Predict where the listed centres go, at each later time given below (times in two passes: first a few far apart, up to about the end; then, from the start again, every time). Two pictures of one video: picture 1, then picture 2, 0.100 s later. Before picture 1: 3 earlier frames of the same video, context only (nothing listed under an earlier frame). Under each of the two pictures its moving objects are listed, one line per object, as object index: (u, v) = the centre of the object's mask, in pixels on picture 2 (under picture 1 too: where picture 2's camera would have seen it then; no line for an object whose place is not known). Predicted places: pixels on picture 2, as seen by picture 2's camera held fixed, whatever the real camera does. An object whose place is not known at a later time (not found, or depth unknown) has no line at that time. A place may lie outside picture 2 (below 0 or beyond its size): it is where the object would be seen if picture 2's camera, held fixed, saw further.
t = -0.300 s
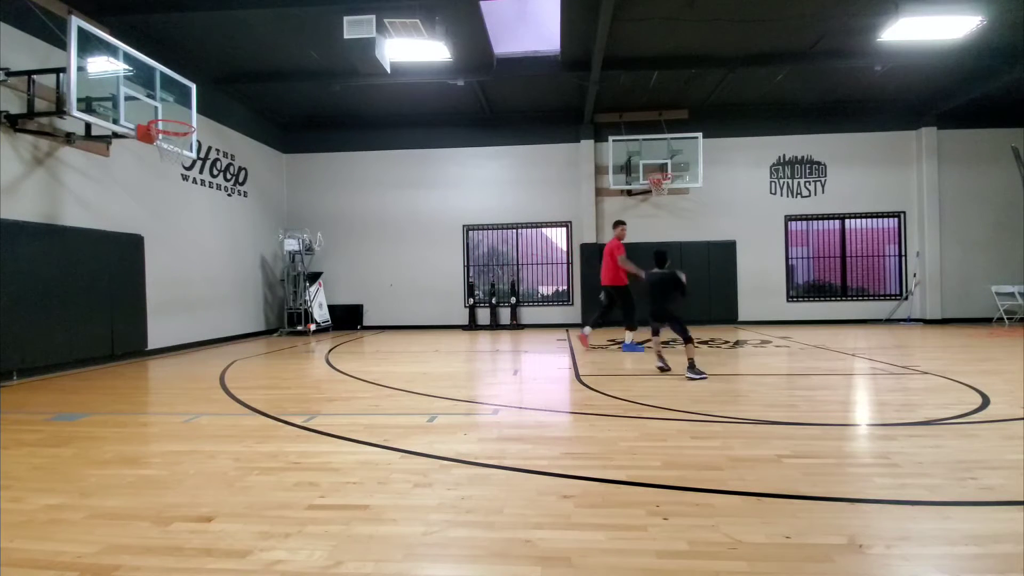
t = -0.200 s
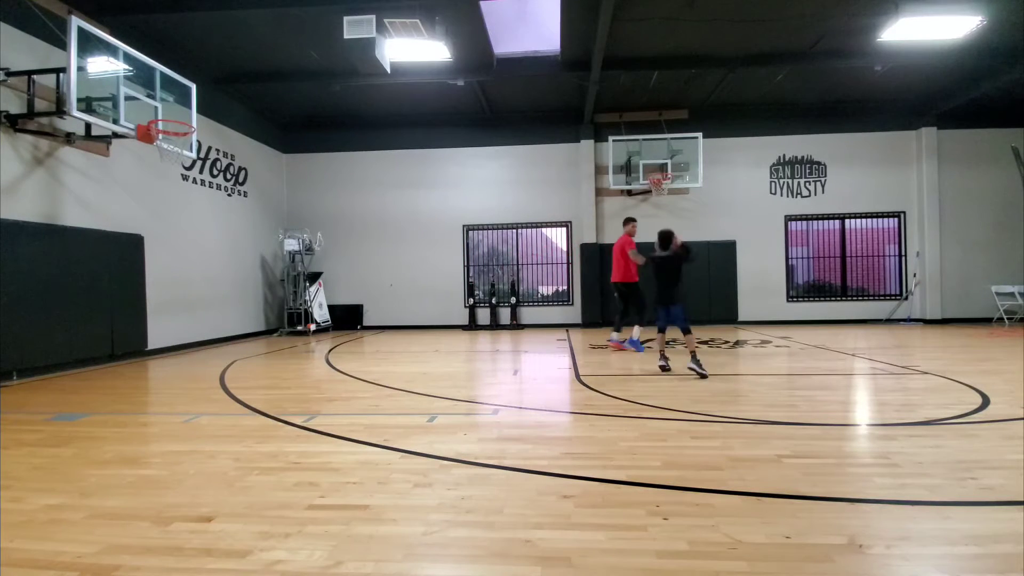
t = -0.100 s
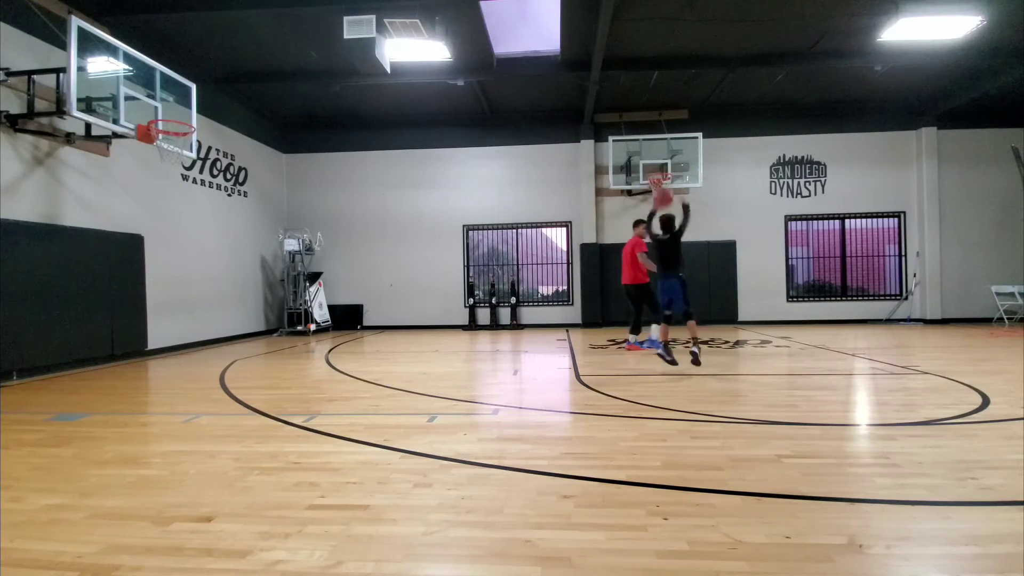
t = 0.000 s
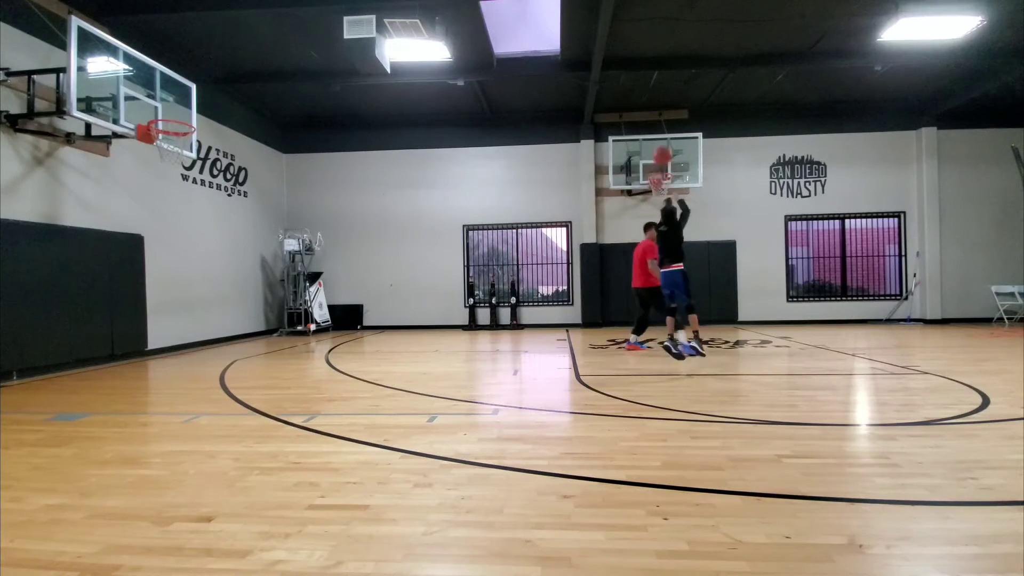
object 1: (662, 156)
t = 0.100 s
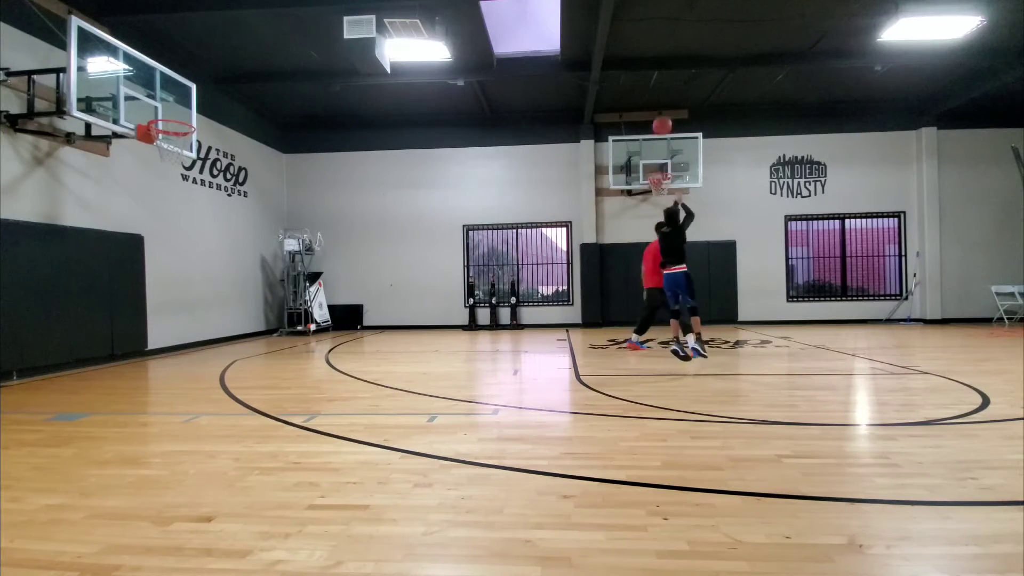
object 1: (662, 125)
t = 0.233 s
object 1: (661, 101)
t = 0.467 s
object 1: (661, 91)
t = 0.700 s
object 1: (662, 114)
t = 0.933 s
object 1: (662, 162)
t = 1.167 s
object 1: (659, 187)
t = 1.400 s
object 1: (653, 207)
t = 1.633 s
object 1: (647, 253)
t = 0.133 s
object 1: (662, 118)
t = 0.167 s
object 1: (662, 111)
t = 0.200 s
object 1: (661, 106)
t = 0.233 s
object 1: (661, 101)
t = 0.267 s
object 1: (661, 97)
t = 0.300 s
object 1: (661, 94)
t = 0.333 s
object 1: (661, 92)
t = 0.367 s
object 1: (661, 91)
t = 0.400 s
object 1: (661, 91)
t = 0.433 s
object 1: (661, 91)
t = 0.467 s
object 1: (661, 91)
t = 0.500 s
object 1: (661, 93)
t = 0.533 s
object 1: (661, 95)
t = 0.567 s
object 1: (661, 98)
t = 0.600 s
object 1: (661, 101)
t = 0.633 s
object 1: (661, 105)
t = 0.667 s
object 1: (661, 109)
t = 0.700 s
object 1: (662, 114)
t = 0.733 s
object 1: (661, 119)
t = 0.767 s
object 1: (662, 125)
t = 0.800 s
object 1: (662, 131)
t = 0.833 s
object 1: (662, 138)
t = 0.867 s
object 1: (662, 145)
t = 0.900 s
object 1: (662, 153)
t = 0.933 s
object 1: (662, 162)
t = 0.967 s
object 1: (663, 168)
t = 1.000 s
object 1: (663, 173)
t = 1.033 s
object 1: (665, 178)
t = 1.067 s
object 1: (662, 189)
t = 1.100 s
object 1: (661, 189)
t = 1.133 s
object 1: (661, 189)
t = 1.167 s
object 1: (659, 187)
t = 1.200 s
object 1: (657, 187)
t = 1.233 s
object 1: (657, 188)
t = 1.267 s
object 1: (656, 189)
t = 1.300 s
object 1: (655, 197)
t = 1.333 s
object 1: (654, 199)
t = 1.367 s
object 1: (654, 202)
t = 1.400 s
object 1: (653, 207)
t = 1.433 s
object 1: (652, 212)
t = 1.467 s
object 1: (651, 217)
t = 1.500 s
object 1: (650, 223)
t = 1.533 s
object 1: (649, 230)
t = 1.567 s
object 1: (649, 237)
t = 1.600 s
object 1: (648, 245)
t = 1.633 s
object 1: (647, 253)
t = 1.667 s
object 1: (647, 261)
